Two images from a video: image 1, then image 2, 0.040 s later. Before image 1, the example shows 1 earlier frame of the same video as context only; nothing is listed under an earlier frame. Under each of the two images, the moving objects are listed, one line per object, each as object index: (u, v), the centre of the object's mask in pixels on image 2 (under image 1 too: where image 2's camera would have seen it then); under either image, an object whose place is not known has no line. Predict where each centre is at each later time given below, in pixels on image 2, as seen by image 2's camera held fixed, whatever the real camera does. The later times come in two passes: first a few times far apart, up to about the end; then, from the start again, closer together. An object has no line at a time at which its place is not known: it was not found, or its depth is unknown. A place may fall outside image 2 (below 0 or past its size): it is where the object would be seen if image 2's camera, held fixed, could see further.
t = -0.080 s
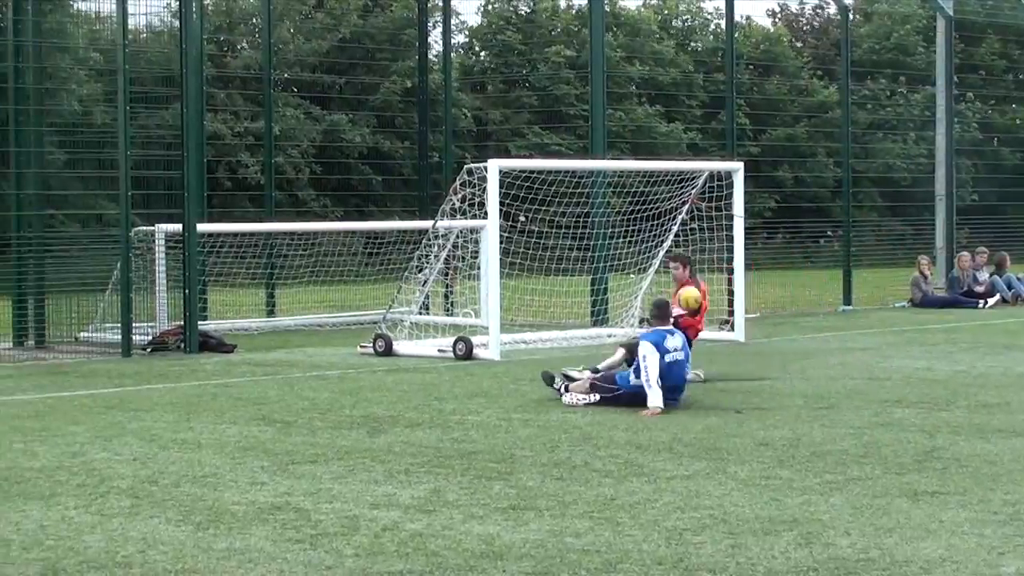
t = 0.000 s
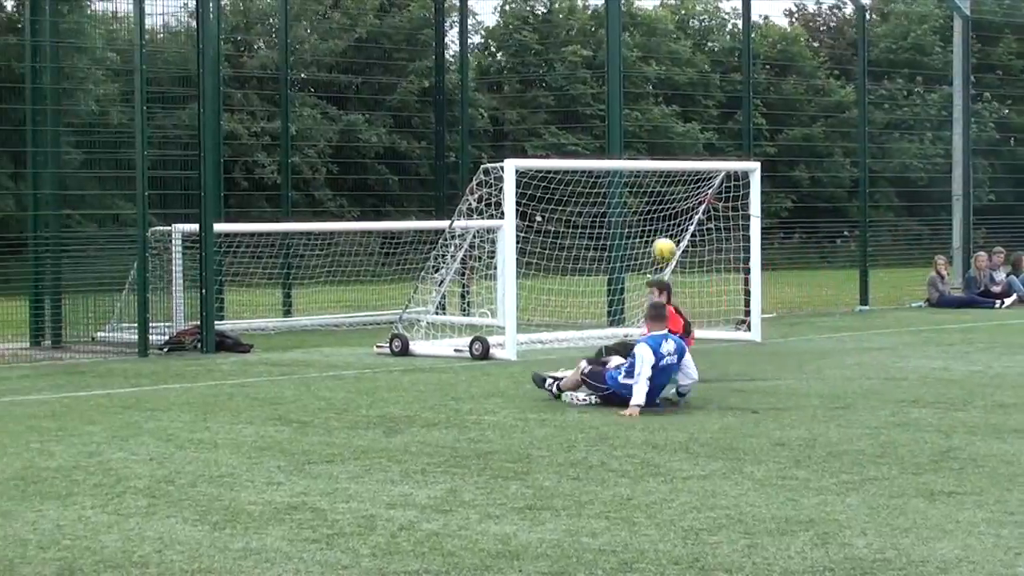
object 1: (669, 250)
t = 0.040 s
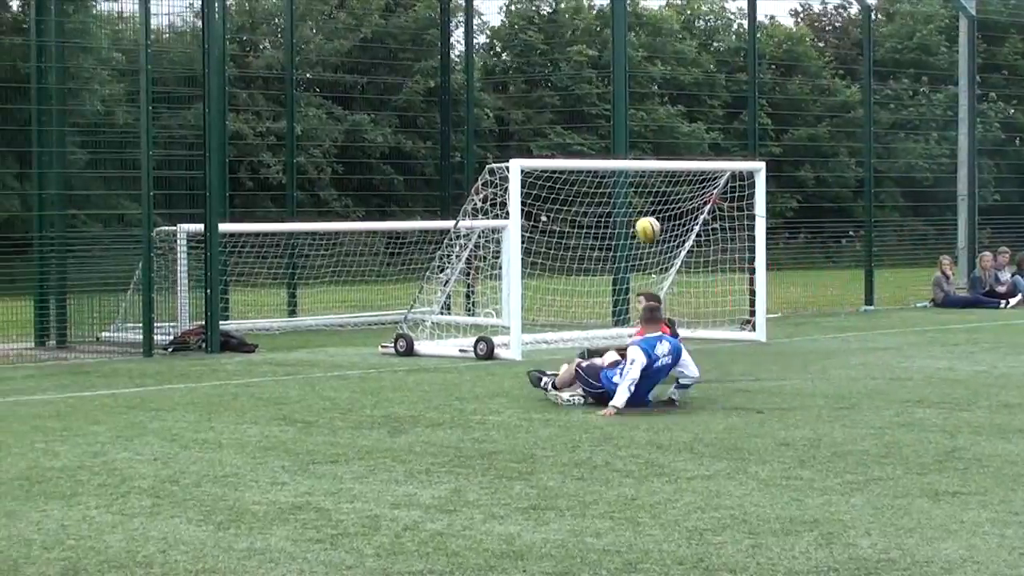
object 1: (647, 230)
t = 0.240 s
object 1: (545, 151)
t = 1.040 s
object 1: (183, 281)
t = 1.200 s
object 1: (130, 359)
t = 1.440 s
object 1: (129, 278)
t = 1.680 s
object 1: (132, 266)
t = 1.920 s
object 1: (155, 293)
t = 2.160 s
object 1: (211, 346)
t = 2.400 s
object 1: (254, 320)
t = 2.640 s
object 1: (294, 338)
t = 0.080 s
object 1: (626, 209)
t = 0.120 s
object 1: (606, 192)
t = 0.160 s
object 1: (586, 177)
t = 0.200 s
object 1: (565, 162)
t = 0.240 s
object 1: (545, 151)
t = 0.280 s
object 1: (524, 141)
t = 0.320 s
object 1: (505, 133)
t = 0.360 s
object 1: (484, 127)
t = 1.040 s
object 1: (183, 281)
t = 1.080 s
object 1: (166, 306)
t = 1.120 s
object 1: (152, 329)
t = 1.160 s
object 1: (136, 356)
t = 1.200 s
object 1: (130, 359)
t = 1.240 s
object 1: (130, 341)
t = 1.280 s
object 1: (130, 323)
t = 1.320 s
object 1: (128, 309)
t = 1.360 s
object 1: (128, 297)
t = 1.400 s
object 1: (129, 286)
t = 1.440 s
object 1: (129, 278)
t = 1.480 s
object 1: (129, 272)
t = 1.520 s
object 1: (129, 265)
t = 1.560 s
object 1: (129, 263)
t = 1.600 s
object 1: (130, 263)
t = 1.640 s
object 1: (131, 263)
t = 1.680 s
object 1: (132, 266)
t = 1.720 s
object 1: (132, 268)
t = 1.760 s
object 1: (133, 274)
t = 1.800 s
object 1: (134, 281)
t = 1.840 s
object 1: (137, 288)
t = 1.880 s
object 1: (146, 288)
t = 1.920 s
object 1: (155, 293)
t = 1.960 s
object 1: (165, 297)
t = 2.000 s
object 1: (173, 304)
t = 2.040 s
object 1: (183, 312)
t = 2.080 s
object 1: (194, 321)
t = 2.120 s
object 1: (202, 334)
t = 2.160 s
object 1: (211, 346)
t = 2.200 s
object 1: (219, 349)
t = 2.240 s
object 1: (227, 339)
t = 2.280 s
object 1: (235, 332)
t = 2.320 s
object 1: (241, 326)
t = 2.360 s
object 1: (247, 323)
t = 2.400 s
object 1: (254, 320)
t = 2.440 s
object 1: (262, 320)
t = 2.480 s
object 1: (269, 320)
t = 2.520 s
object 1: (276, 322)
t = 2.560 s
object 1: (281, 325)
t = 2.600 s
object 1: (288, 331)
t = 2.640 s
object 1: (294, 338)
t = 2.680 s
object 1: (301, 347)
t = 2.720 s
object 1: (308, 352)
